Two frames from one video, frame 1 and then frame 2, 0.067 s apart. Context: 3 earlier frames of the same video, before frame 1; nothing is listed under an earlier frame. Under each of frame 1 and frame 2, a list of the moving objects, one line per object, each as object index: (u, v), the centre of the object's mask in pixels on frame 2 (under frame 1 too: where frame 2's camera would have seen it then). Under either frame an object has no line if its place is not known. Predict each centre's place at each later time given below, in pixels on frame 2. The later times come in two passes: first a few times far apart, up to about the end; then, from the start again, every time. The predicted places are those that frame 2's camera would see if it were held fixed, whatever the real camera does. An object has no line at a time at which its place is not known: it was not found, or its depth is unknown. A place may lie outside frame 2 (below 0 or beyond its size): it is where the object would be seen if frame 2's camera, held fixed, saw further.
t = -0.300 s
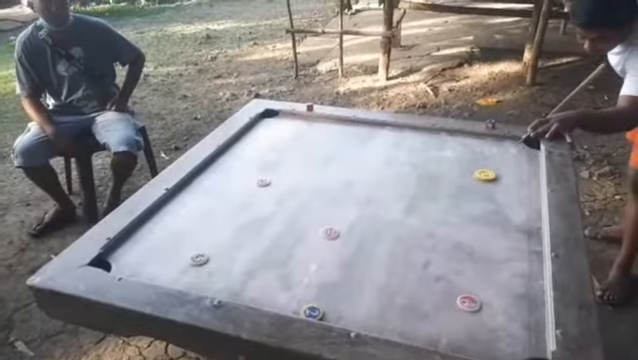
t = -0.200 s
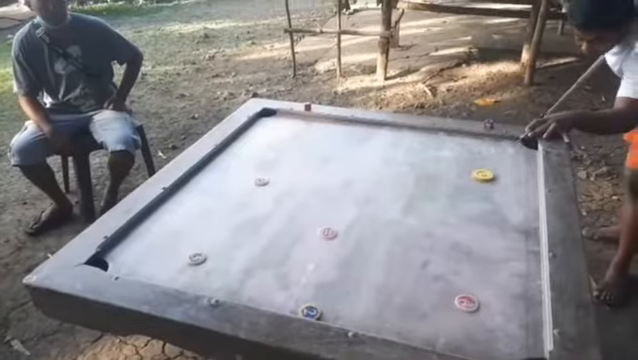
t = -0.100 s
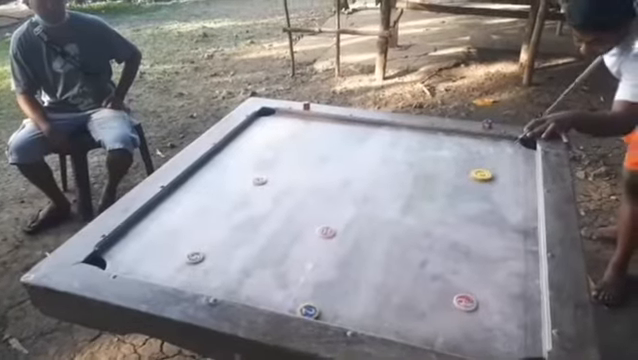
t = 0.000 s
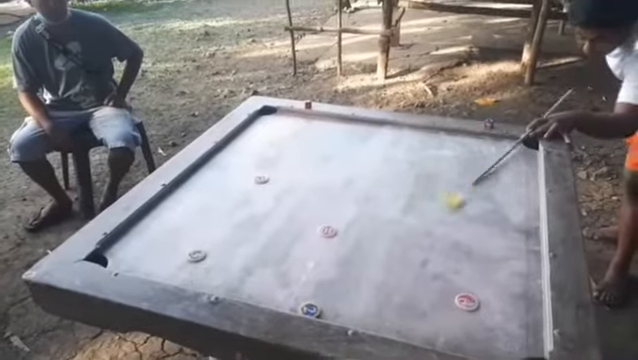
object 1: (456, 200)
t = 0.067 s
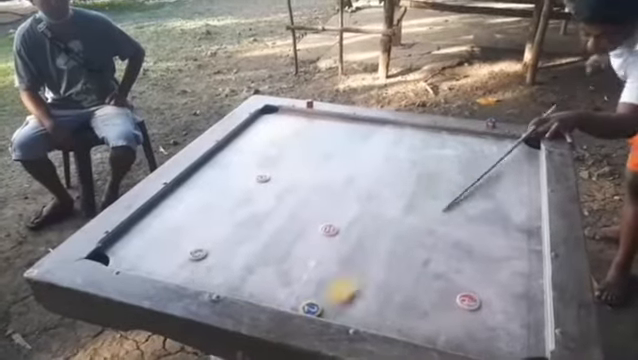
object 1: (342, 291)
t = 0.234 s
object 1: (372, 276)
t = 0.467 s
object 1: (410, 241)
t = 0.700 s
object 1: (428, 225)
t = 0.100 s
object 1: (334, 308)
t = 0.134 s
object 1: (345, 299)
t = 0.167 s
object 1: (355, 290)
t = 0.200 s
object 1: (365, 284)
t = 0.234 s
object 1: (372, 276)
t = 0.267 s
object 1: (378, 270)
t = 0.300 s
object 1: (385, 264)
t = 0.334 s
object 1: (393, 259)
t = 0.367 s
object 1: (398, 254)
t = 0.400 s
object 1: (402, 250)
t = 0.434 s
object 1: (407, 245)
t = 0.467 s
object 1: (410, 241)
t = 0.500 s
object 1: (413, 238)
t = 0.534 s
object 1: (416, 235)
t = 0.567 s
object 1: (419, 233)
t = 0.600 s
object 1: (421, 231)
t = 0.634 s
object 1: (424, 229)
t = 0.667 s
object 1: (426, 228)
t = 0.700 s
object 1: (428, 225)
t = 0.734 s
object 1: (429, 224)
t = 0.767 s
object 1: (430, 223)
